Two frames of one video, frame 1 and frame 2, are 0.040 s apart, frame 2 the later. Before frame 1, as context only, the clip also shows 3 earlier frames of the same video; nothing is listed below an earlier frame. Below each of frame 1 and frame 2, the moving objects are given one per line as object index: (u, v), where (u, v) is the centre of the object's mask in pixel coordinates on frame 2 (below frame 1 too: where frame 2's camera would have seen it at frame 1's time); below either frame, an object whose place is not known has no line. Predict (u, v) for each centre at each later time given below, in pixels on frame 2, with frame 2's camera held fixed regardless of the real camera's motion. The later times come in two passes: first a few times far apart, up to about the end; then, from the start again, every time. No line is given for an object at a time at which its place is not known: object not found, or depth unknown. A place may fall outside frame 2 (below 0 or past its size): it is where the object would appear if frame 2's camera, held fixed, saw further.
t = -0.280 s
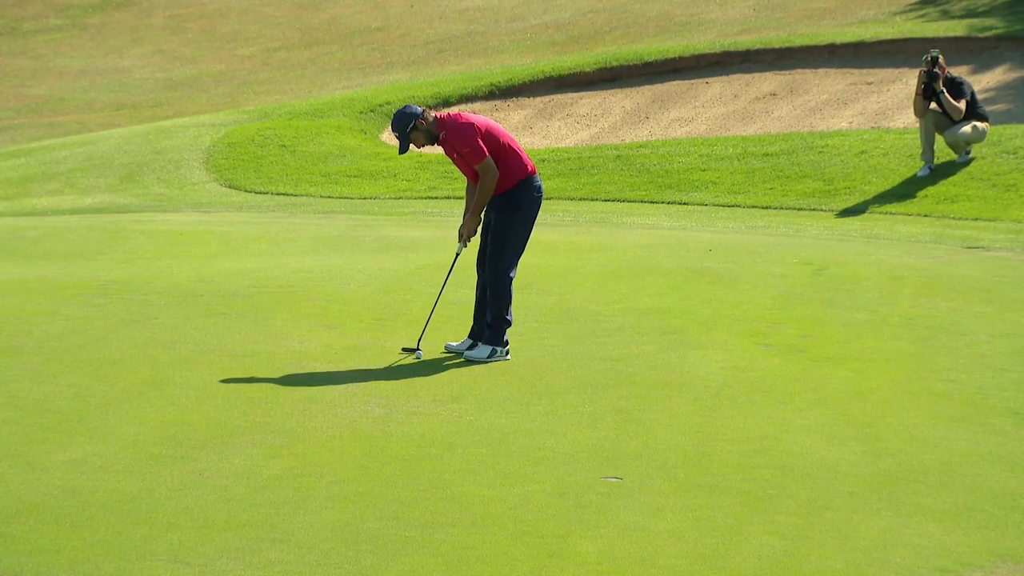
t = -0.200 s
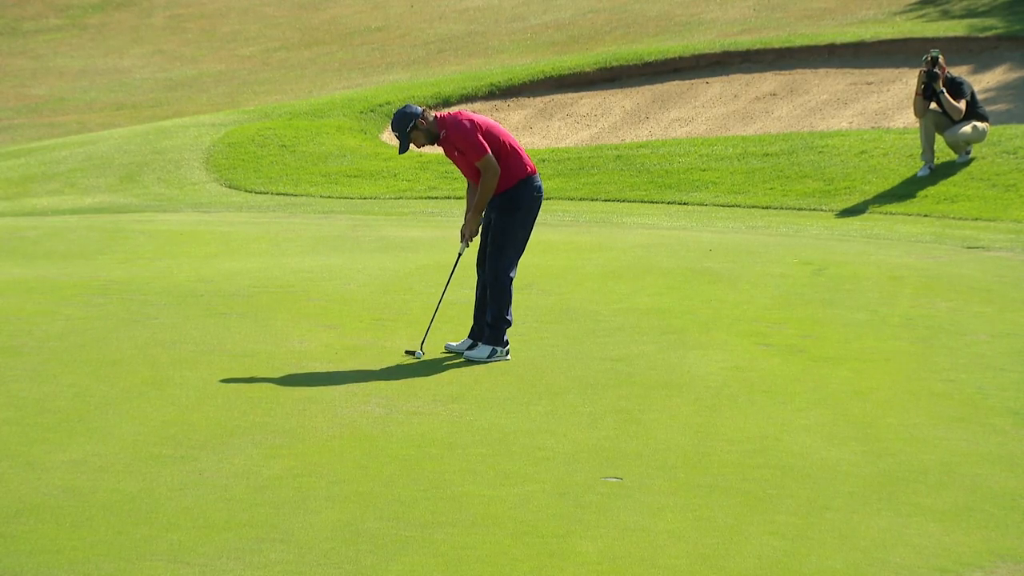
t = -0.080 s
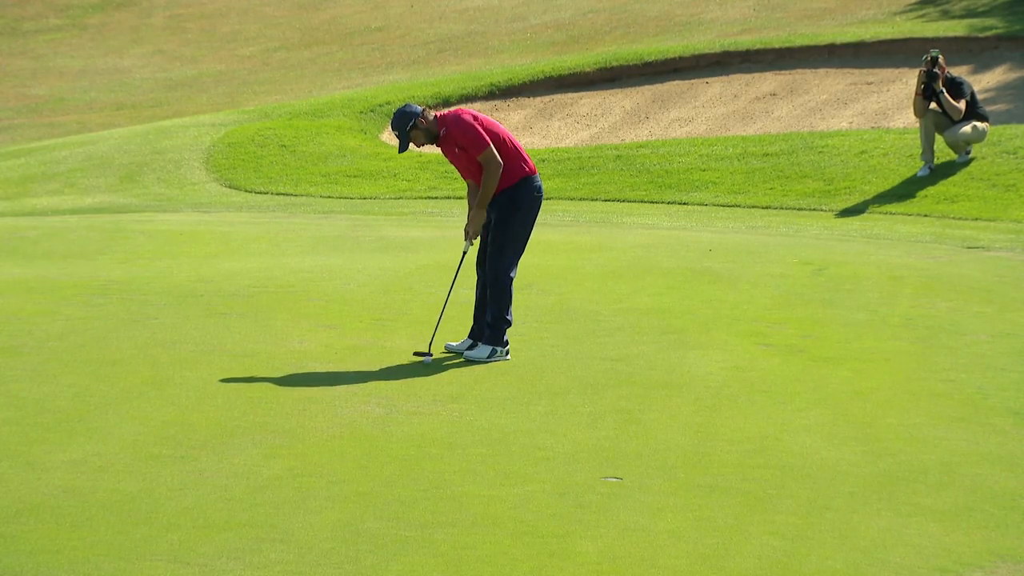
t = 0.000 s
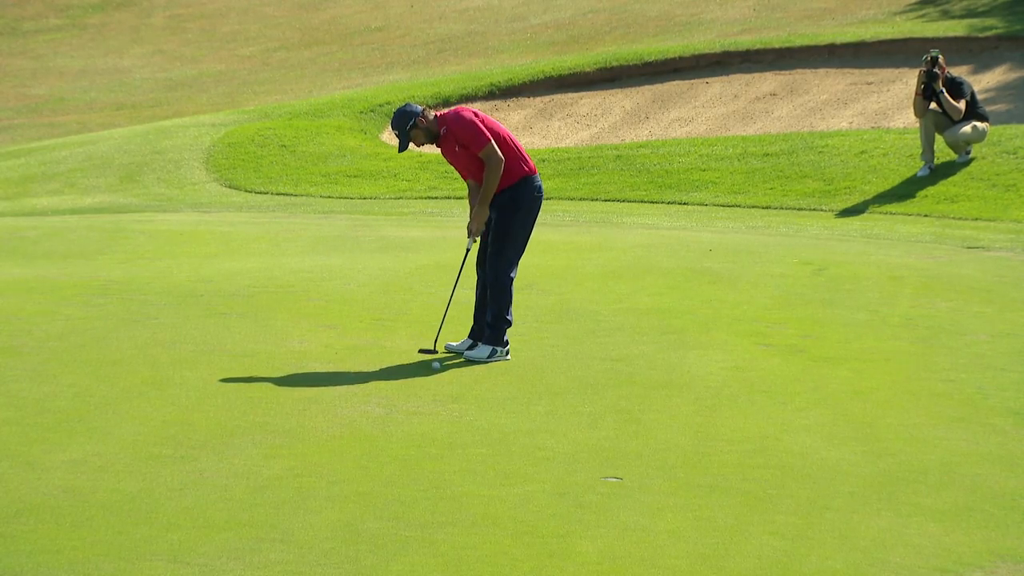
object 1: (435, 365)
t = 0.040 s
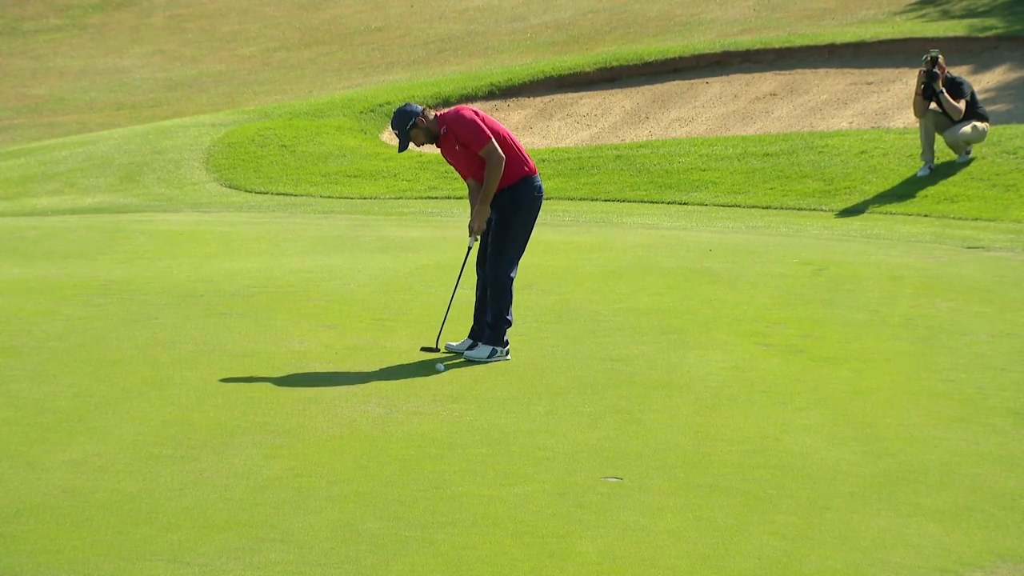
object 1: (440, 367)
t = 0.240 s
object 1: (456, 379)
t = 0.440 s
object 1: (473, 391)
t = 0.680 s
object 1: (491, 404)
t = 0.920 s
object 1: (508, 416)
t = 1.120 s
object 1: (522, 425)
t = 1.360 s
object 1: (538, 436)
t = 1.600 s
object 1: (552, 445)
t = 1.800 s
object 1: (562, 451)
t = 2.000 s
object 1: (572, 457)
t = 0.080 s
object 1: (443, 370)
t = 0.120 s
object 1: (446, 372)
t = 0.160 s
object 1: (449, 375)
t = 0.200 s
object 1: (452, 377)
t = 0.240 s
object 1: (456, 379)
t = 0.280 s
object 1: (459, 382)
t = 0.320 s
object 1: (463, 384)
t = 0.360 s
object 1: (466, 386)
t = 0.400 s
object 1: (469, 389)
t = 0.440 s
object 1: (473, 391)
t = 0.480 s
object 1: (475, 394)
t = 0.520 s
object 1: (479, 395)
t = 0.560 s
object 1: (482, 398)
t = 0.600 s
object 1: (485, 400)
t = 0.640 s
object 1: (488, 401)
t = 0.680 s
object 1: (491, 404)
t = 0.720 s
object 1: (494, 405)
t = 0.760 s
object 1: (497, 408)
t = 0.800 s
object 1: (500, 410)
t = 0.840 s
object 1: (503, 412)
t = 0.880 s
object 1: (505, 414)
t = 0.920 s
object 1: (508, 416)
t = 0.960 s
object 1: (511, 418)
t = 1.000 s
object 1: (513, 420)
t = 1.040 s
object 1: (516, 422)
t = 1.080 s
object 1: (519, 423)
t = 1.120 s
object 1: (522, 425)
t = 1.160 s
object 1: (525, 427)
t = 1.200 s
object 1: (527, 429)
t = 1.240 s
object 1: (530, 431)
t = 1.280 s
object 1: (533, 433)
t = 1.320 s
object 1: (535, 434)
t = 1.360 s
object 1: (538, 436)
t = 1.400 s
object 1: (540, 438)
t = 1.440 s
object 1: (543, 439)
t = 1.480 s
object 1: (545, 440)
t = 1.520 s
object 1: (547, 441)
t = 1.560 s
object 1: (550, 444)
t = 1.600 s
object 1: (552, 445)
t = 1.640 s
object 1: (554, 446)
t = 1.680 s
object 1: (556, 448)
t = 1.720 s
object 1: (558, 449)
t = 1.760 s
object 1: (560, 450)
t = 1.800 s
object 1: (562, 451)
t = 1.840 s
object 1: (564, 453)
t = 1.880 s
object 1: (566, 454)
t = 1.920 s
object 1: (568, 455)
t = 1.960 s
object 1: (570, 456)
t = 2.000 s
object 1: (572, 457)
